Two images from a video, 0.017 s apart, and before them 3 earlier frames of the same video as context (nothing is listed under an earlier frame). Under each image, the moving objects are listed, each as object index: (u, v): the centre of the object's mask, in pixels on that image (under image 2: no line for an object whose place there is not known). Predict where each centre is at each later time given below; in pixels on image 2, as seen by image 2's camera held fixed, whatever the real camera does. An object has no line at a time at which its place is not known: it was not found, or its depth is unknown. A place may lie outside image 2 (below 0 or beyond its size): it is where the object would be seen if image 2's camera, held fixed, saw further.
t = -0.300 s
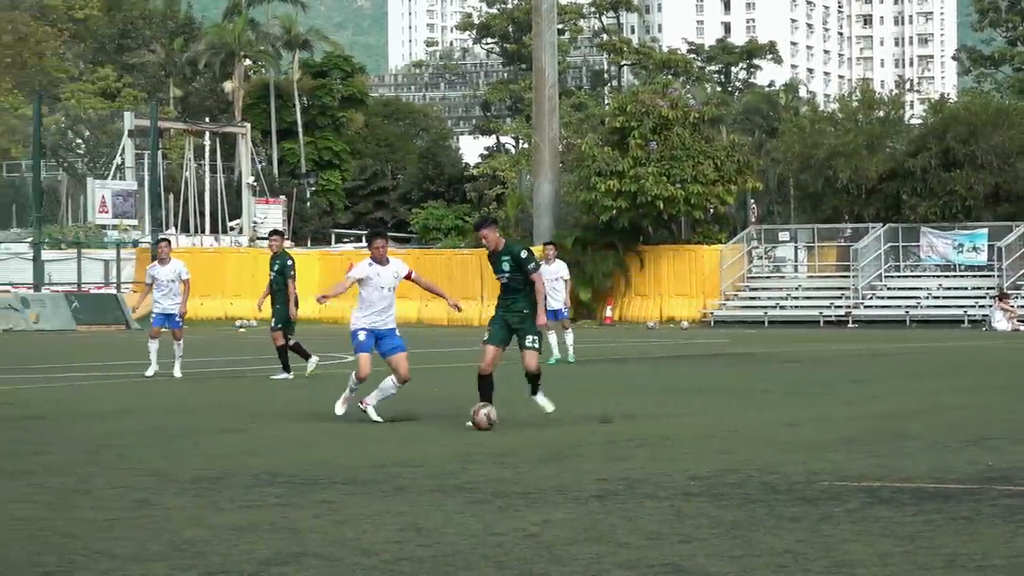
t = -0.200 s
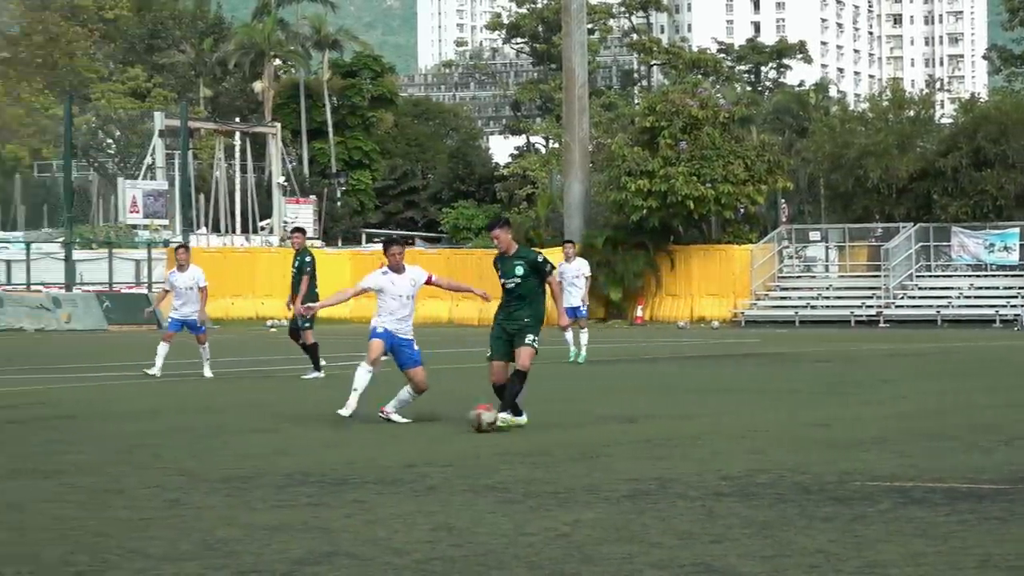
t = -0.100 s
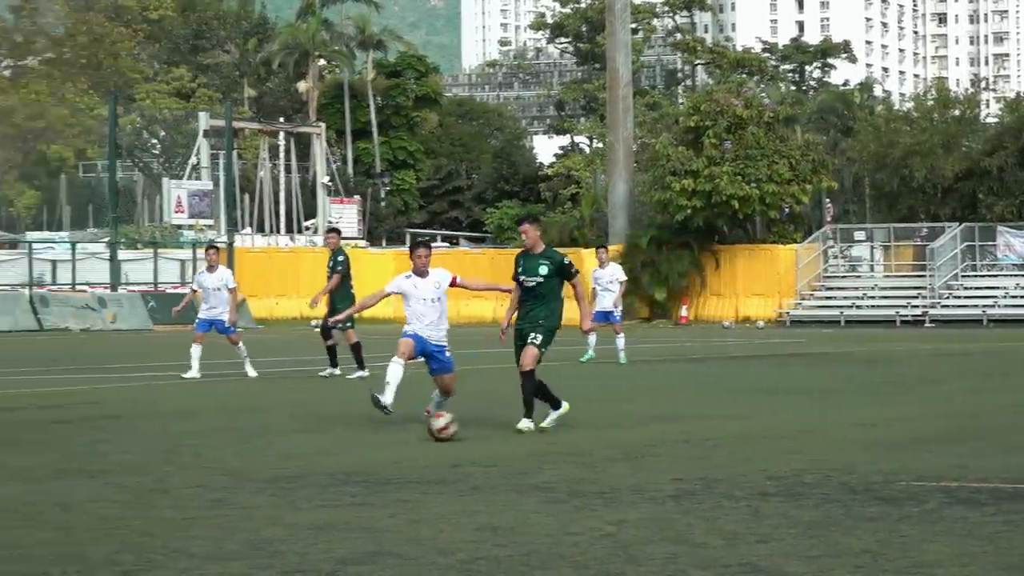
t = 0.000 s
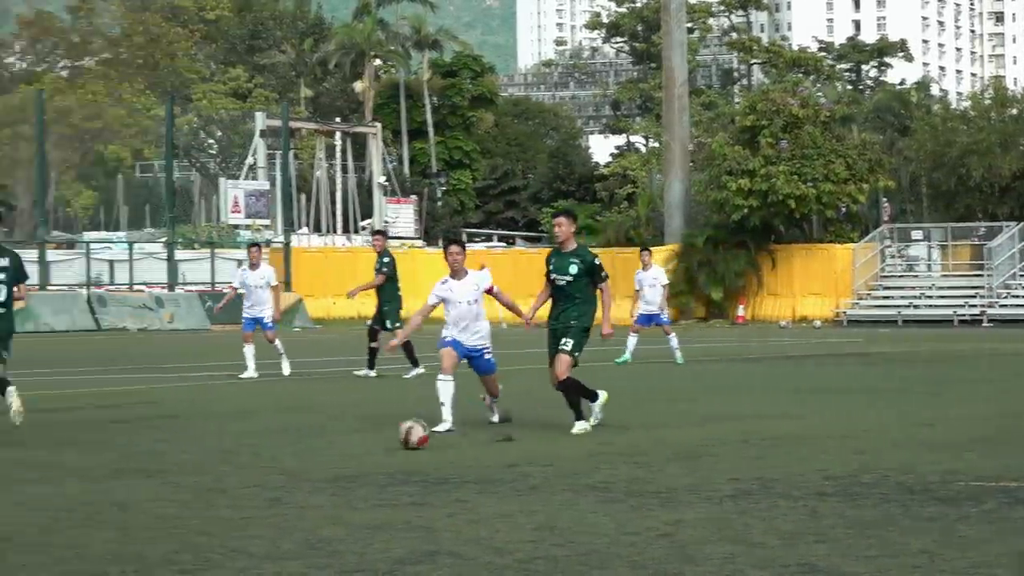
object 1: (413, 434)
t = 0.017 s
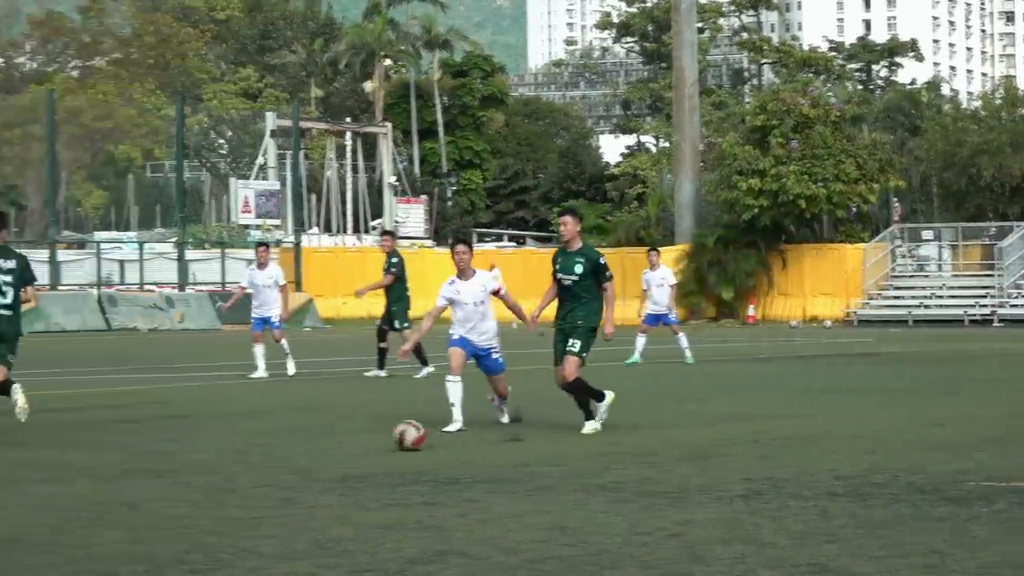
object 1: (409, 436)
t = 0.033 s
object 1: (395, 436)
